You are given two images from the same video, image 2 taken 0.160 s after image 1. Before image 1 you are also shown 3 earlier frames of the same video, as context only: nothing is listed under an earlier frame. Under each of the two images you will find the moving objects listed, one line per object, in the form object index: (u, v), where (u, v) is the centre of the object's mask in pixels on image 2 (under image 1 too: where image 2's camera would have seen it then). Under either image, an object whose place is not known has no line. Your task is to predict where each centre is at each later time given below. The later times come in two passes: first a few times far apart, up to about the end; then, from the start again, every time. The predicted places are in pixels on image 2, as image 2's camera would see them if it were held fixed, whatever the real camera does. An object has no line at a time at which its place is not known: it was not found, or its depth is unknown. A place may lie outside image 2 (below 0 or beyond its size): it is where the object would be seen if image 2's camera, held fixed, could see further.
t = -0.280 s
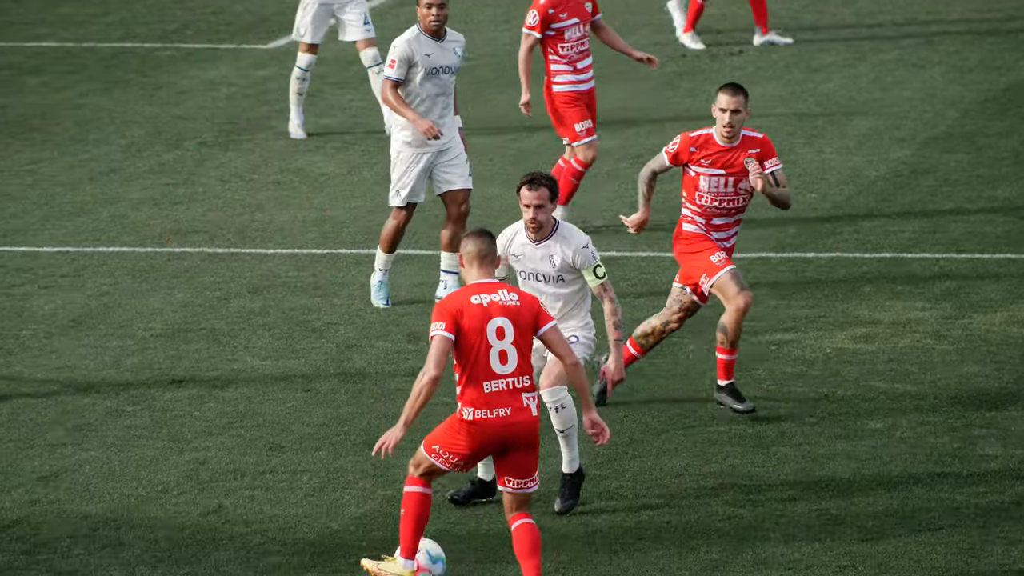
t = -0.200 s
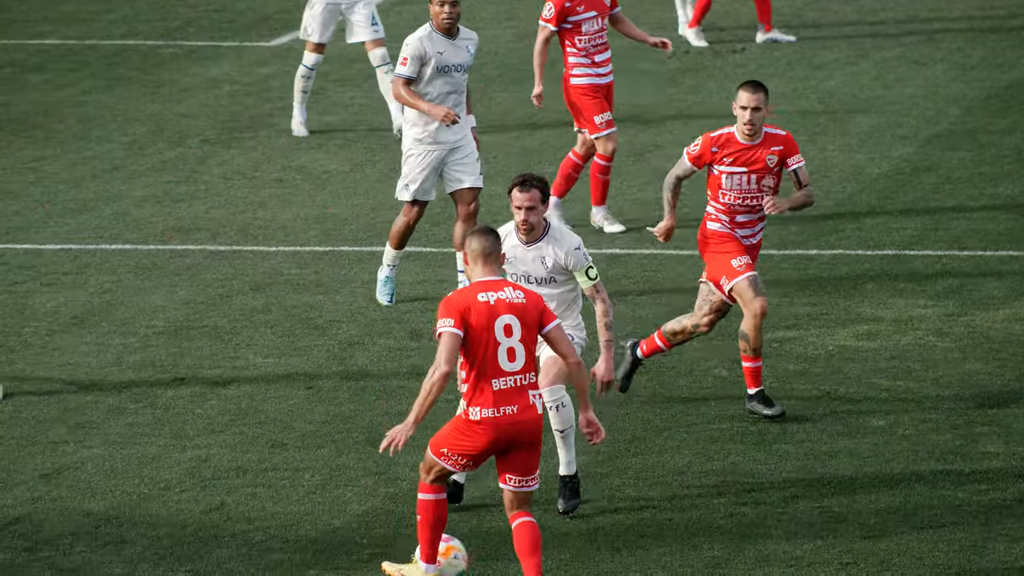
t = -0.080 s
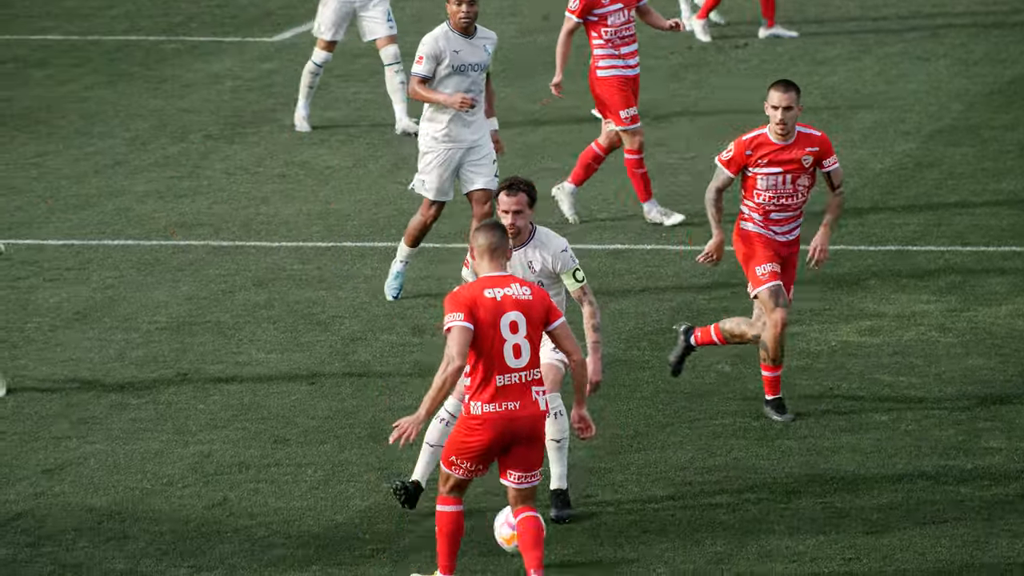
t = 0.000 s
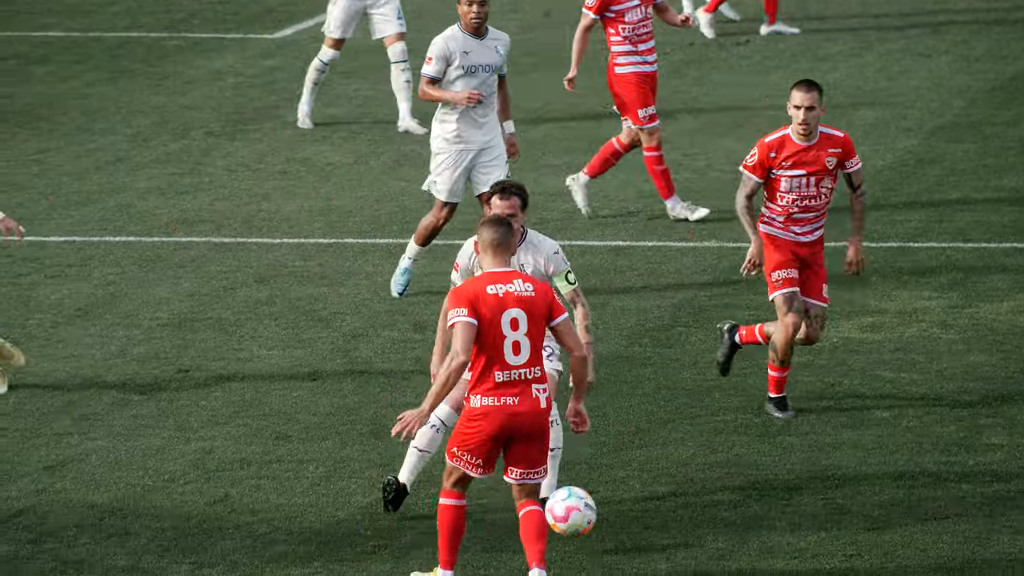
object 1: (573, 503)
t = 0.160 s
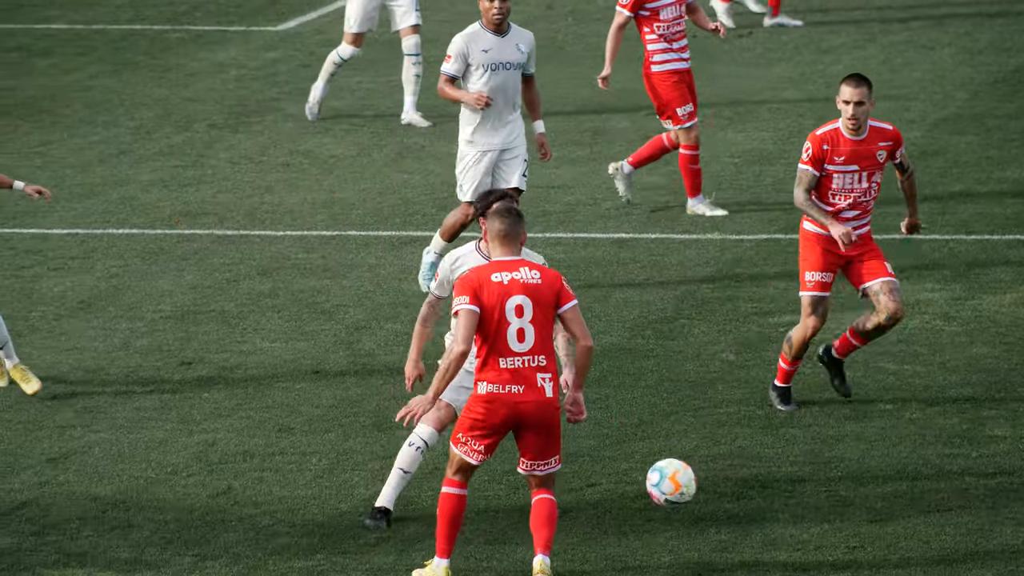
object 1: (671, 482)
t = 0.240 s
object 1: (719, 476)
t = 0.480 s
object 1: (857, 463)
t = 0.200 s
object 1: (695, 479)
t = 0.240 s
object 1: (719, 476)
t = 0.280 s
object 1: (743, 473)
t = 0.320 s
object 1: (766, 472)
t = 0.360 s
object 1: (789, 470)
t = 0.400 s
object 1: (813, 470)
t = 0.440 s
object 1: (836, 469)
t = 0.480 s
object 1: (857, 463)
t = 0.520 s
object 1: (877, 455)
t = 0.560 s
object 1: (897, 449)
